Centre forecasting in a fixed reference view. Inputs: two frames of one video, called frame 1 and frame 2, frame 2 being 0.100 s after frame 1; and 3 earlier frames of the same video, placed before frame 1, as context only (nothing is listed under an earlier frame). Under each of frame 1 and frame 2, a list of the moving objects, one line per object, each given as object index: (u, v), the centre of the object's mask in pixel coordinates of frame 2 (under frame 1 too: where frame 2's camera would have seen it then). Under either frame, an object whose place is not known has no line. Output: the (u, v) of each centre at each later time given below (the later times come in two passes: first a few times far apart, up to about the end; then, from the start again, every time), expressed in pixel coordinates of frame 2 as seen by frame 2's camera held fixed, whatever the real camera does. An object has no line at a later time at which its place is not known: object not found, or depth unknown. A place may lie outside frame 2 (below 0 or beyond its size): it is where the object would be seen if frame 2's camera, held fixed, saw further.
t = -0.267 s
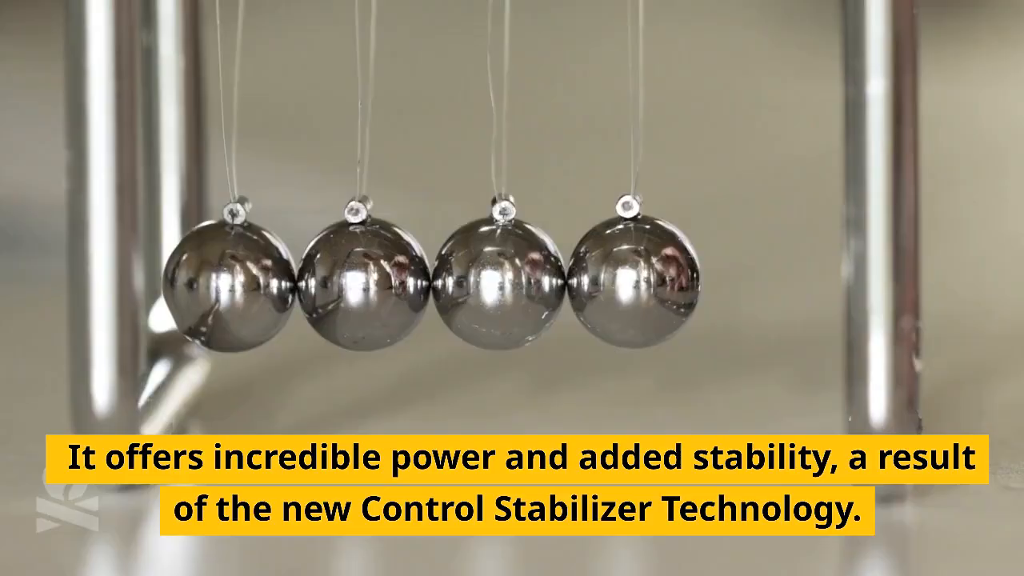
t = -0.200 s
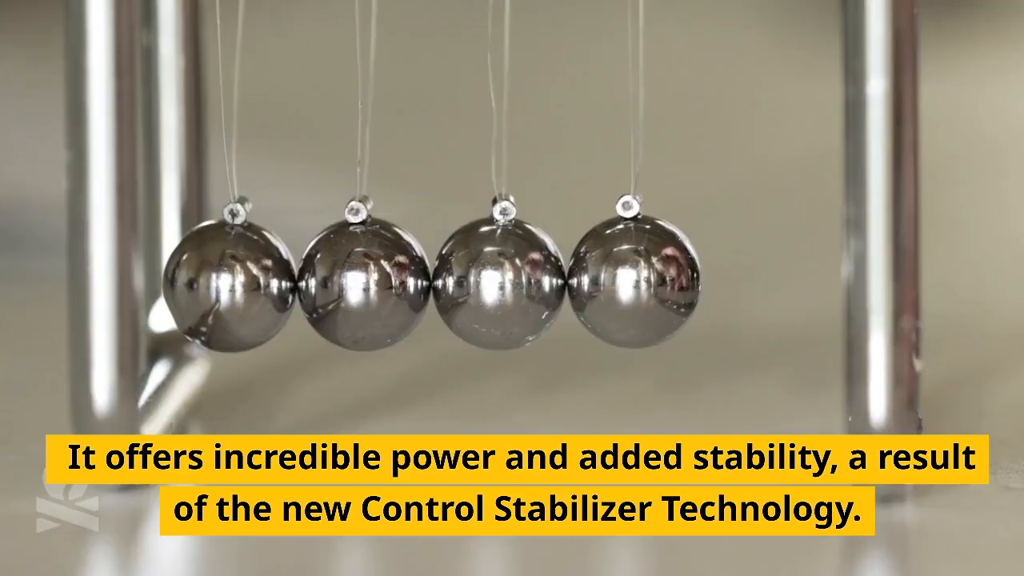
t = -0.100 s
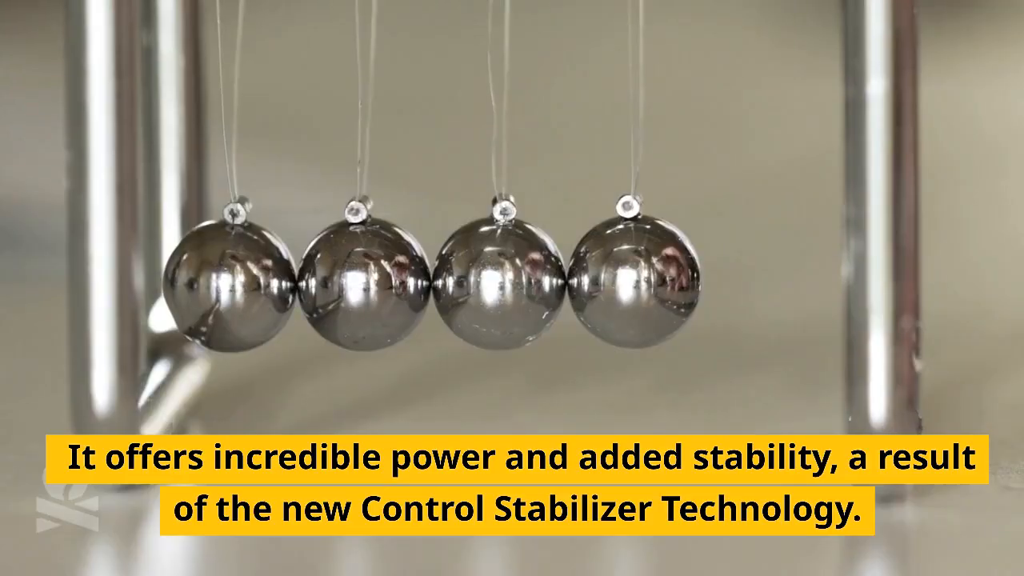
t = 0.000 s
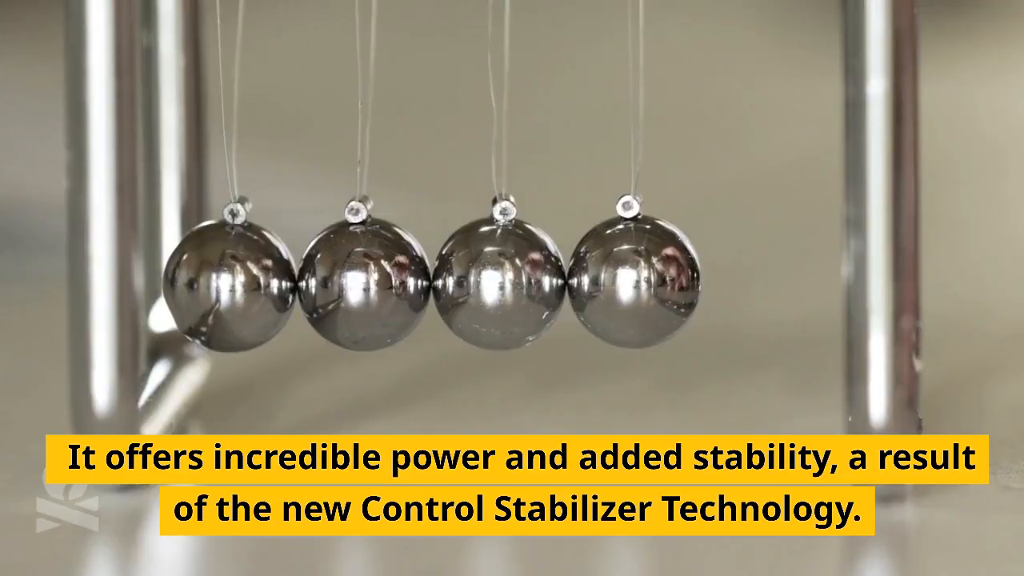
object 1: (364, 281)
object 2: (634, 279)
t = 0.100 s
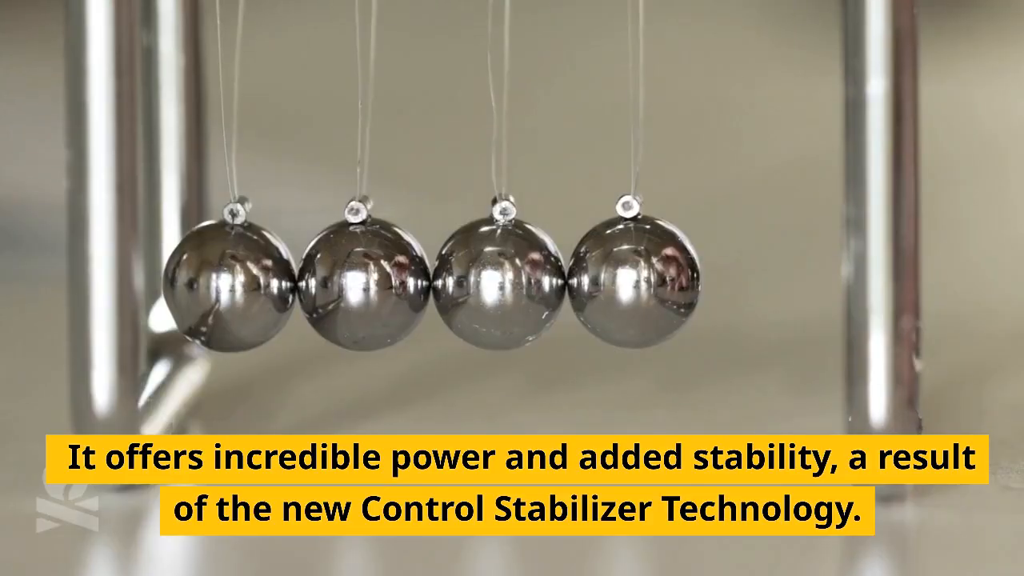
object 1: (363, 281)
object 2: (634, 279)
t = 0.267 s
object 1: (363, 281)
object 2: (633, 279)
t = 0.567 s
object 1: (361, 281)
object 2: (632, 279)
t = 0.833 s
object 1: (361, 281)
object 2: (631, 279)
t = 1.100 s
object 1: (345, 280)
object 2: (640, 277)
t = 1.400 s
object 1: (327, 280)
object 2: (655, 278)
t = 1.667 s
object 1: (334, 280)
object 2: (655, 277)
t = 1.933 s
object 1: (351, 280)
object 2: (641, 278)
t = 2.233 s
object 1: (356, 281)
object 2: (651, 278)
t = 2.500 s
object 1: (346, 280)
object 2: (666, 278)
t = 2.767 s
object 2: (660, 278)
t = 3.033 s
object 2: (635, 278)
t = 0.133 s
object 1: (363, 281)
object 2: (634, 279)
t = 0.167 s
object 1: (363, 281)
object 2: (633, 279)
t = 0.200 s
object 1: (363, 281)
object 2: (633, 279)
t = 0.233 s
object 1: (363, 281)
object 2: (633, 279)
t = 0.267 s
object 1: (363, 281)
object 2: (633, 279)
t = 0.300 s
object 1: (363, 281)
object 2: (633, 279)
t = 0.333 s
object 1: (363, 281)
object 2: (633, 279)
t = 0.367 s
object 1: (362, 281)
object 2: (633, 279)
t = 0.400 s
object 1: (362, 281)
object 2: (632, 279)
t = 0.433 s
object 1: (362, 281)
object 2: (632, 279)
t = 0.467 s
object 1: (362, 281)
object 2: (632, 279)
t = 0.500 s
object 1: (362, 281)
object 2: (632, 279)
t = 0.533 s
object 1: (362, 281)
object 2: (632, 279)
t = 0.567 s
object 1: (361, 281)
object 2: (632, 279)
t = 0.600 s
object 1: (361, 281)
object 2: (631, 279)
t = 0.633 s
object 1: (361, 281)
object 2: (631, 278)
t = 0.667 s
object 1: (361, 281)
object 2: (631, 278)
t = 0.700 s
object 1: (361, 281)
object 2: (631, 278)
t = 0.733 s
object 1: (361, 281)
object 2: (631, 278)
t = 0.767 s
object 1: (361, 281)
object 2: (631, 279)
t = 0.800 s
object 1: (361, 281)
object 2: (631, 279)
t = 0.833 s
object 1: (361, 281)
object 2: (631, 279)
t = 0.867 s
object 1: (361, 281)
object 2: (631, 278)
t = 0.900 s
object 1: (361, 281)
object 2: (631, 279)
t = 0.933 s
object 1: (360, 281)
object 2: (631, 279)
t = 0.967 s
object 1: (358, 281)
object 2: (631, 278)
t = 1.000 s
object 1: (355, 280)
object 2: (633, 279)
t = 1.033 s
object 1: (351, 280)
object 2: (635, 278)
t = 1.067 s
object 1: (348, 280)
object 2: (638, 277)
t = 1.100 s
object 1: (345, 280)
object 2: (640, 277)
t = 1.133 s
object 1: (342, 279)
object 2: (642, 277)
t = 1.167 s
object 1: (339, 280)
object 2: (644, 277)
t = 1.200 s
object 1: (337, 279)
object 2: (646, 277)
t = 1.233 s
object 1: (334, 279)
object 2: (648, 278)
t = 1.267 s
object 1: (332, 279)
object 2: (650, 279)
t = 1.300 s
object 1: (330, 279)
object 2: (651, 278)
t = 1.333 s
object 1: (329, 279)
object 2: (653, 278)
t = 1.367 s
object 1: (328, 280)
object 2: (654, 278)
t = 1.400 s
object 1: (327, 280)
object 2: (655, 278)
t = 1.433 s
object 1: (327, 280)
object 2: (656, 278)
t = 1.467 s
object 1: (327, 280)
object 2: (657, 278)
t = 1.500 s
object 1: (327, 280)
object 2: (657, 278)
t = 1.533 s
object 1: (328, 280)
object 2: (657, 278)
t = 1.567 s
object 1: (329, 280)
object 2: (657, 278)
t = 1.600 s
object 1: (330, 280)
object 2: (656, 278)
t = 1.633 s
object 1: (332, 280)
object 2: (656, 278)
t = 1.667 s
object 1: (334, 280)
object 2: (655, 277)
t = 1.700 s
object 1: (337, 280)
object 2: (654, 277)
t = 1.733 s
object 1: (339, 280)
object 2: (653, 277)
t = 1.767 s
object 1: (340, 280)
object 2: (651, 277)
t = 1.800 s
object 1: (342, 280)
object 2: (650, 277)
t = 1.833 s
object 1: (344, 280)
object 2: (648, 277)
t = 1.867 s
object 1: (346, 280)
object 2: (646, 277)
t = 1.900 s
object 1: (349, 280)
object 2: (643, 278)
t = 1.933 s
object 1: (351, 280)
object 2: (641, 278)
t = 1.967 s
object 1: (354, 280)
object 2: (639, 278)
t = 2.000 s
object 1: (358, 280)
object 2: (638, 278)
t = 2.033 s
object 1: (362, 280)
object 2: (637, 278)
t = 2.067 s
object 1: (364, 281)
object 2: (640, 278)
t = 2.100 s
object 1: (362, 281)
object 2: (642, 278)
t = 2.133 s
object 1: (360, 281)
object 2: (644, 278)
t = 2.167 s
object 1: (359, 281)
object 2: (646, 278)
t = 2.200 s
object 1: (357, 281)
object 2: (648, 279)
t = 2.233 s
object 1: (356, 281)
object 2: (651, 278)
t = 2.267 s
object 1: (354, 281)
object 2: (653, 278)
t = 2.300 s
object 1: (352, 281)
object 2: (656, 278)
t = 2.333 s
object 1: (351, 281)
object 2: (659, 278)
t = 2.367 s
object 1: (350, 281)
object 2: (661, 278)
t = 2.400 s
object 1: (349, 281)
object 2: (663, 278)
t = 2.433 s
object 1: (348, 281)
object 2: (664, 278)
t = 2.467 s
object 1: (347, 280)
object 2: (665, 278)
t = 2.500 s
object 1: (346, 280)
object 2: (666, 278)
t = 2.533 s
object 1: (346, 280)
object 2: (666, 278)
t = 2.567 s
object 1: (345, 280)
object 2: (666, 278)
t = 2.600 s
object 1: (345, 280)
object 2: (666, 278)
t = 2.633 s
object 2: (665, 278)
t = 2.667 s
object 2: (664, 278)
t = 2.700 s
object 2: (663, 278)
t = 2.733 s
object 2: (661, 278)
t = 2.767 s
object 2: (660, 278)
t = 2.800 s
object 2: (657, 278)
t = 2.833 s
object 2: (655, 278)
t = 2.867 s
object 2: (652, 278)
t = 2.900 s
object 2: (649, 278)
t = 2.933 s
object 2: (646, 278)
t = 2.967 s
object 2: (643, 278)
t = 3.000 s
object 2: (639, 278)
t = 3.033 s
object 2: (635, 278)
